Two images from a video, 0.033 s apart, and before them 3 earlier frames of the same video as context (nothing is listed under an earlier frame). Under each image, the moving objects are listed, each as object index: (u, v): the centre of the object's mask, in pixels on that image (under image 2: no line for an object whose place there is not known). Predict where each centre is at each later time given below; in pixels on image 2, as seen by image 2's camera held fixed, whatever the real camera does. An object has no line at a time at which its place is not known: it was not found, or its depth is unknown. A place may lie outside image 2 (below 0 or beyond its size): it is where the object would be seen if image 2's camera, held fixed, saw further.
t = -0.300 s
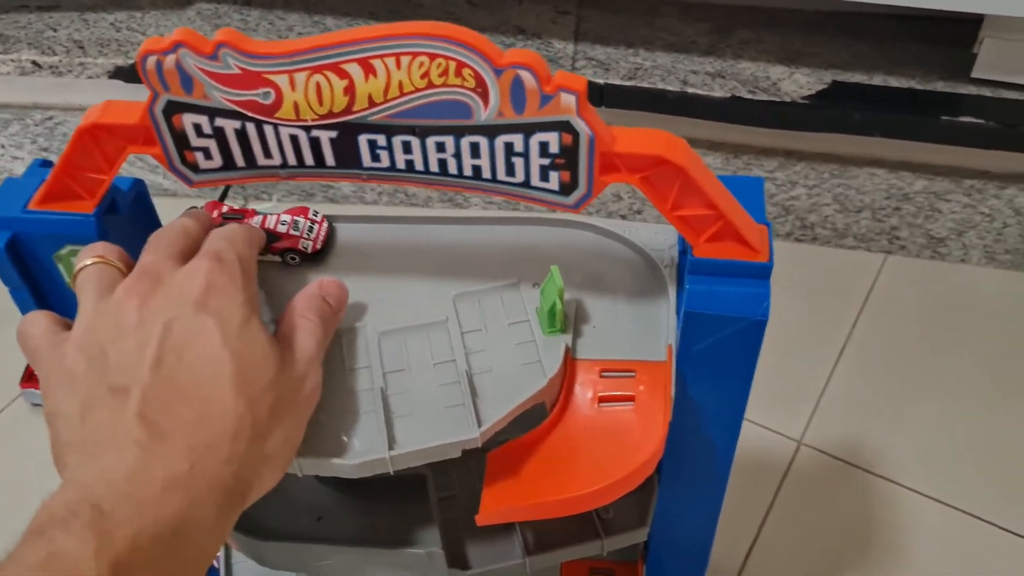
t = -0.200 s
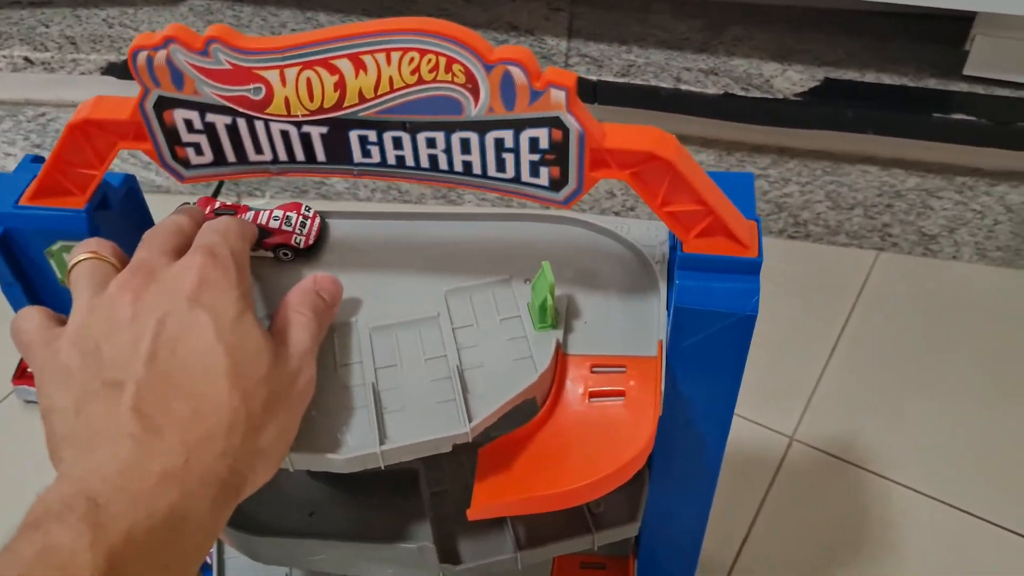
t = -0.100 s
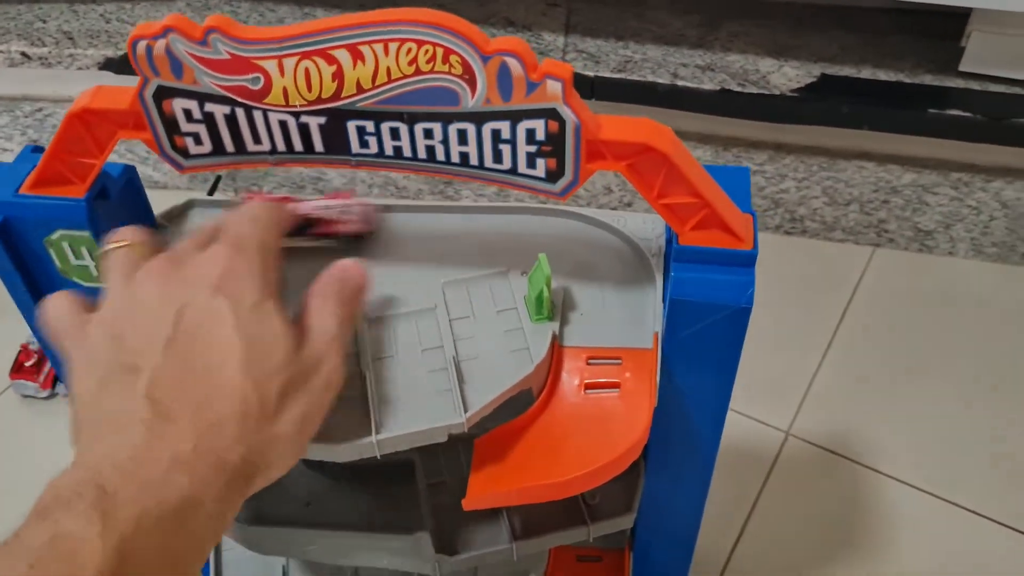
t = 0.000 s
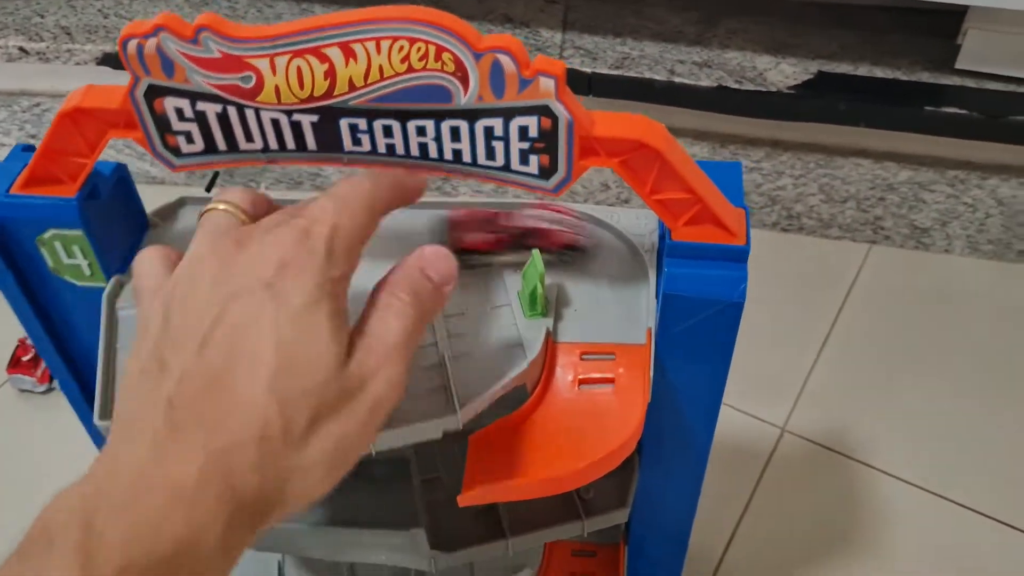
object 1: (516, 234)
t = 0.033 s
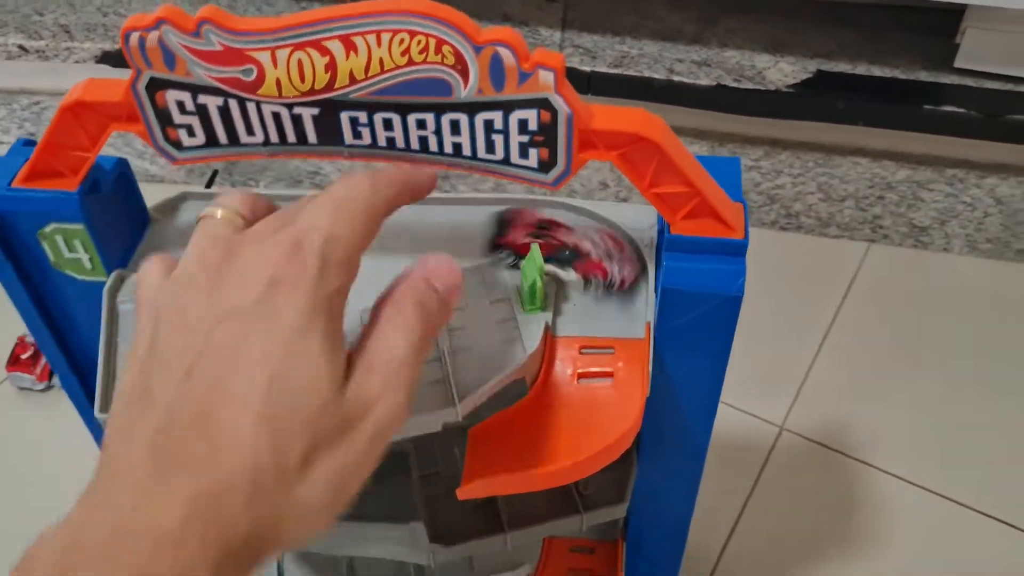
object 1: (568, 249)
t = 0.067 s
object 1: (583, 278)
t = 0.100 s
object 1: (591, 310)
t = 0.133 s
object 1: (589, 352)
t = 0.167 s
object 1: (577, 381)
